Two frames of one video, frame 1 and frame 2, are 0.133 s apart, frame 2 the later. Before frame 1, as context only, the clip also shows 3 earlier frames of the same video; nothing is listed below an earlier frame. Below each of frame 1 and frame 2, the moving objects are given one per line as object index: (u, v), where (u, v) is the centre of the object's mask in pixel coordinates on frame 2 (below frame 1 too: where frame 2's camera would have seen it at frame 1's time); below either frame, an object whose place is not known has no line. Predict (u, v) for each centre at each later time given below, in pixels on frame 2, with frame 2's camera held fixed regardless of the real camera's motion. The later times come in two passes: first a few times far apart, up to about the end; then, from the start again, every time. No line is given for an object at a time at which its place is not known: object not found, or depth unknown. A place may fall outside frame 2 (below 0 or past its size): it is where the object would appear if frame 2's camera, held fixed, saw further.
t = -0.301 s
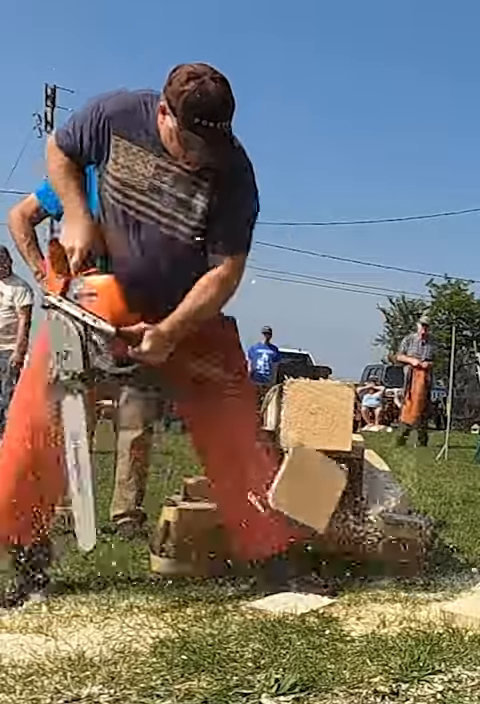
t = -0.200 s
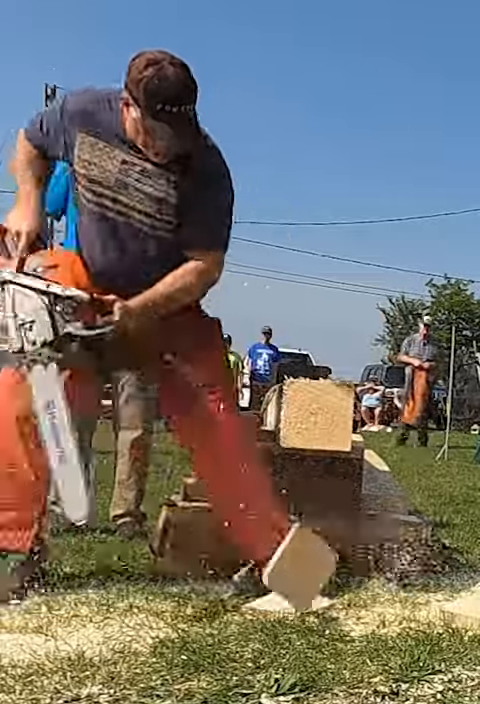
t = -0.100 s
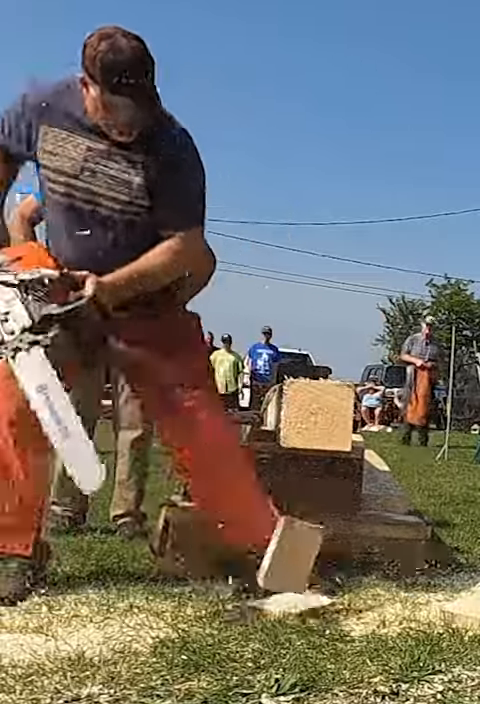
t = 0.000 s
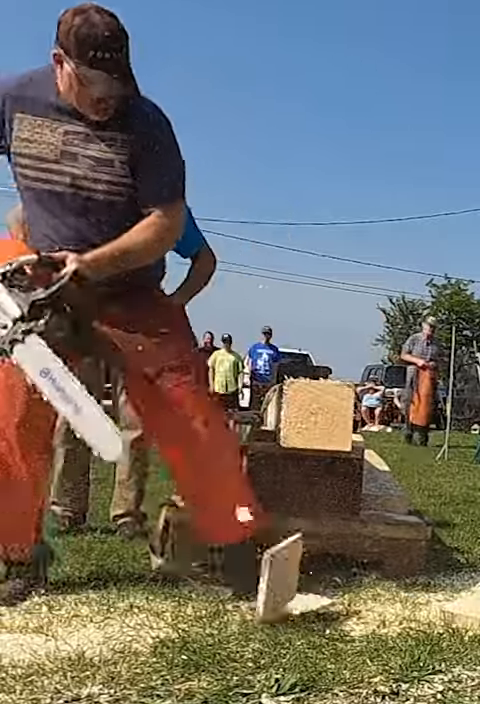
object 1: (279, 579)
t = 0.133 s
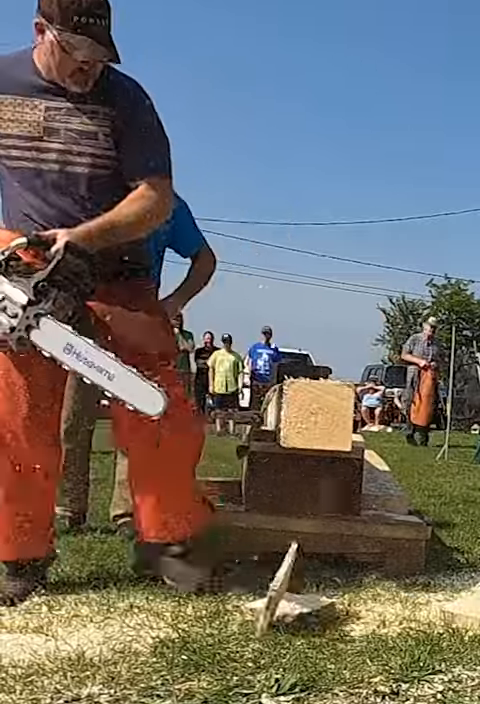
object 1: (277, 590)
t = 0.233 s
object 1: (288, 595)
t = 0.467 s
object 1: (316, 628)
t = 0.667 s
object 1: (314, 631)
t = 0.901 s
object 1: (313, 630)
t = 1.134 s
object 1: (313, 631)
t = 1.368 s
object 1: (313, 630)
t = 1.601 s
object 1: (313, 630)
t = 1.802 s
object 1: (312, 630)
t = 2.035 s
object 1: (312, 630)
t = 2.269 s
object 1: (312, 630)
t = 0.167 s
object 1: (281, 590)
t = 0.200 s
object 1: (284, 593)
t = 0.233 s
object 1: (288, 595)
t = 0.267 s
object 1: (292, 601)
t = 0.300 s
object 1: (299, 607)
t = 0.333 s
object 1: (303, 615)
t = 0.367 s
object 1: (308, 623)
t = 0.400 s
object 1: (313, 630)
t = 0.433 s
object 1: (317, 629)
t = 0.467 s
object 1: (316, 628)
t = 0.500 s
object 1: (315, 629)
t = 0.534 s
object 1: (314, 631)
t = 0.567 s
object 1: (313, 630)
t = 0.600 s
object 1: (314, 631)
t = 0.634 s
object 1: (314, 631)
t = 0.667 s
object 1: (314, 631)
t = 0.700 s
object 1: (314, 631)
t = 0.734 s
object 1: (314, 631)
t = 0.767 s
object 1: (314, 631)
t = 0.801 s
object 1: (313, 631)
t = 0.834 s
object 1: (312, 630)
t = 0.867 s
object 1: (313, 631)
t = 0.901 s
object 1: (313, 630)
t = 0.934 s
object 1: (313, 631)
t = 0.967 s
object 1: (313, 630)
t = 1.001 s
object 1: (314, 631)
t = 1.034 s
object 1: (313, 630)
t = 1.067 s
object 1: (313, 630)
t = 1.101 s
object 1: (313, 630)
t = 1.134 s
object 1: (313, 631)
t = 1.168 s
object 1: (313, 630)
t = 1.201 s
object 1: (313, 631)
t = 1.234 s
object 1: (313, 630)
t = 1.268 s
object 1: (313, 630)
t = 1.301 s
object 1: (313, 631)
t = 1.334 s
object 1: (313, 631)
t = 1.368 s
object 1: (313, 630)
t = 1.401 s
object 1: (313, 630)
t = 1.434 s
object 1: (313, 630)
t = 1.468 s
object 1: (313, 630)
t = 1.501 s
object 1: (313, 630)
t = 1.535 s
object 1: (313, 630)
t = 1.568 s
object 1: (313, 630)
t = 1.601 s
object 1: (313, 630)
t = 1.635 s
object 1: (312, 630)
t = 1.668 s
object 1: (313, 630)
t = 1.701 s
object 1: (312, 630)
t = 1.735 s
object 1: (312, 630)
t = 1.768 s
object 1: (312, 630)
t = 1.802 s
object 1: (312, 630)
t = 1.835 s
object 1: (312, 630)
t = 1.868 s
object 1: (312, 630)
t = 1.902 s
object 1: (312, 630)
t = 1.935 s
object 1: (312, 630)
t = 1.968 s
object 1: (312, 630)
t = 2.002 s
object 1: (312, 630)
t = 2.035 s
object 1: (312, 630)
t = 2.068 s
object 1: (312, 630)
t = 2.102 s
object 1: (312, 630)
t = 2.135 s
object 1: (312, 630)
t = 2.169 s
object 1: (312, 630)
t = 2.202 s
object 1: (312, 630)
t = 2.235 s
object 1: (312, 630)
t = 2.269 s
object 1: (312, 630)
